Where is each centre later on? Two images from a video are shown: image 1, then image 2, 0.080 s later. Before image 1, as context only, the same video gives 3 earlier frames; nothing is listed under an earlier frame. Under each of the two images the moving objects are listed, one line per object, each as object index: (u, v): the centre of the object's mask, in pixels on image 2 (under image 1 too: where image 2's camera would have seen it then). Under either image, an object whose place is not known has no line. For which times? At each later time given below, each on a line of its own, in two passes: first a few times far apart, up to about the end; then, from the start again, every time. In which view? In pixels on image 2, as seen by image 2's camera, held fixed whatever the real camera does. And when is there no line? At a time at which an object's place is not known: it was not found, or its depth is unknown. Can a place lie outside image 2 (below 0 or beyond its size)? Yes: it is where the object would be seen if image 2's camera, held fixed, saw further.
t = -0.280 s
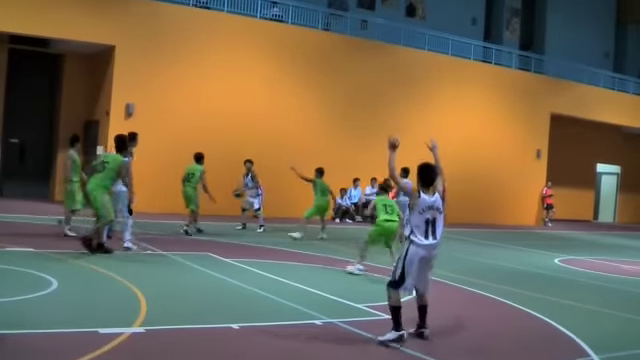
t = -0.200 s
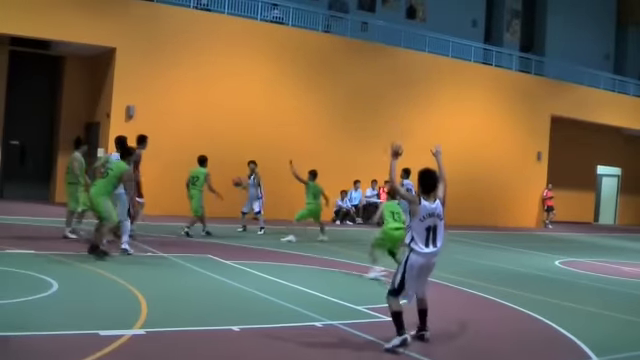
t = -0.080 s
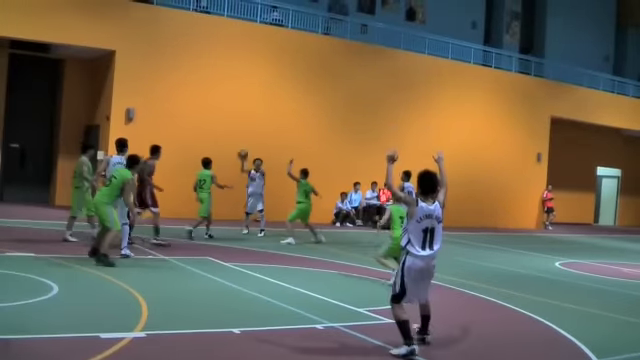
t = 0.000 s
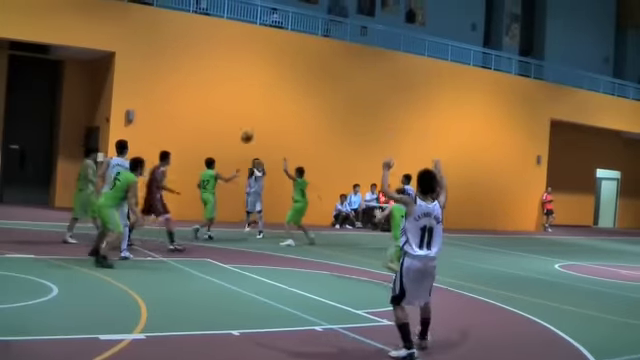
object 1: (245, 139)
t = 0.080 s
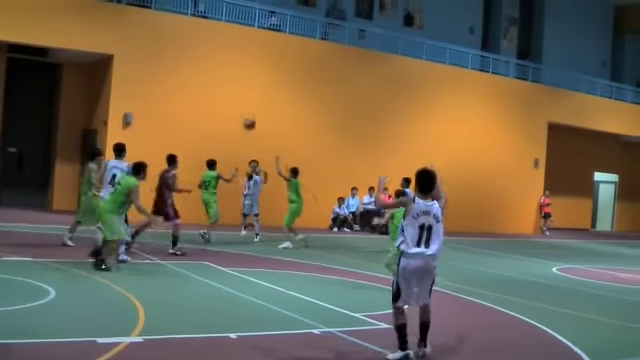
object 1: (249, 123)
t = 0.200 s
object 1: (256, 101)
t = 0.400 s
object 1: (269, 76)
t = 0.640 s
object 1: (287, 69)
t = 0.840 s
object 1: (310, 103)
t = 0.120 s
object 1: (251, 116)
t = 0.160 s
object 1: (253, 108)
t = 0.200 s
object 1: (256, 101)
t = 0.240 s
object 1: (258, 95)
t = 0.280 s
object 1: (261, 89)
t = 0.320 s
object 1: (263, 84)
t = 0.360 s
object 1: (266, 79)
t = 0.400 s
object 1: (269, 76)
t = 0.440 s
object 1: (271, 72)
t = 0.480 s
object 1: (274, 69)
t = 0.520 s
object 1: (277, 69)
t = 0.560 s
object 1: (280, 67)
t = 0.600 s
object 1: (284, 67)
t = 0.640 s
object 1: (287, 69)
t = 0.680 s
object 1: (291, 73)
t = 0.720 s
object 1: (296, 77)
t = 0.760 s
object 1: (299, 84)
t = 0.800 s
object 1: (303, 93)
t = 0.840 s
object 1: (310, 103)
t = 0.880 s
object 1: (315, 117)
